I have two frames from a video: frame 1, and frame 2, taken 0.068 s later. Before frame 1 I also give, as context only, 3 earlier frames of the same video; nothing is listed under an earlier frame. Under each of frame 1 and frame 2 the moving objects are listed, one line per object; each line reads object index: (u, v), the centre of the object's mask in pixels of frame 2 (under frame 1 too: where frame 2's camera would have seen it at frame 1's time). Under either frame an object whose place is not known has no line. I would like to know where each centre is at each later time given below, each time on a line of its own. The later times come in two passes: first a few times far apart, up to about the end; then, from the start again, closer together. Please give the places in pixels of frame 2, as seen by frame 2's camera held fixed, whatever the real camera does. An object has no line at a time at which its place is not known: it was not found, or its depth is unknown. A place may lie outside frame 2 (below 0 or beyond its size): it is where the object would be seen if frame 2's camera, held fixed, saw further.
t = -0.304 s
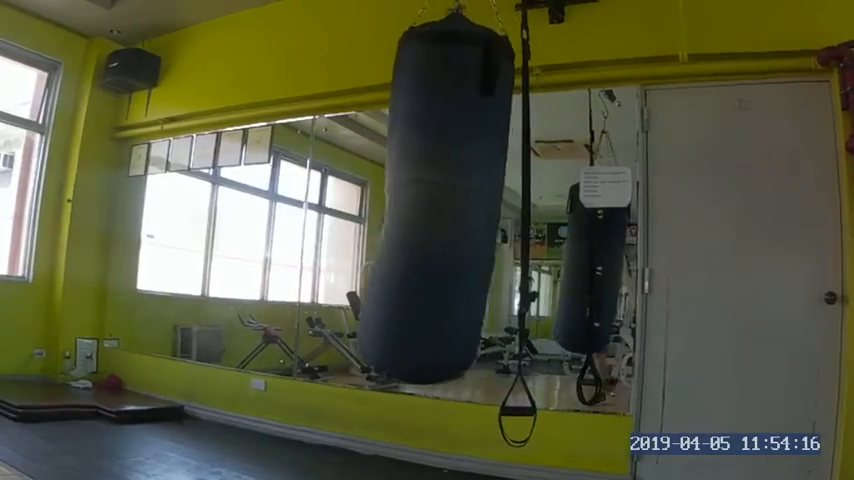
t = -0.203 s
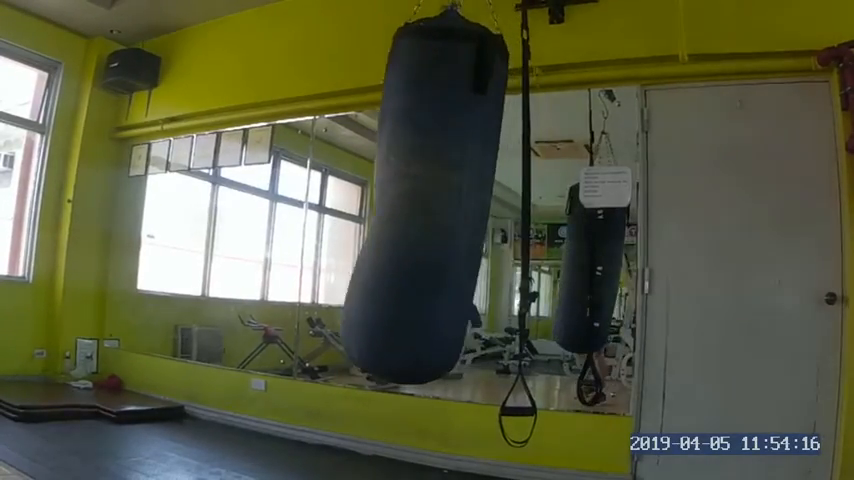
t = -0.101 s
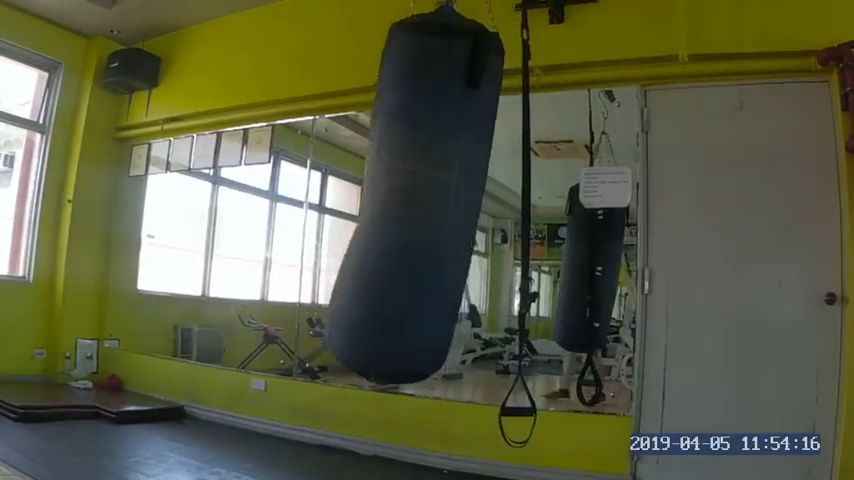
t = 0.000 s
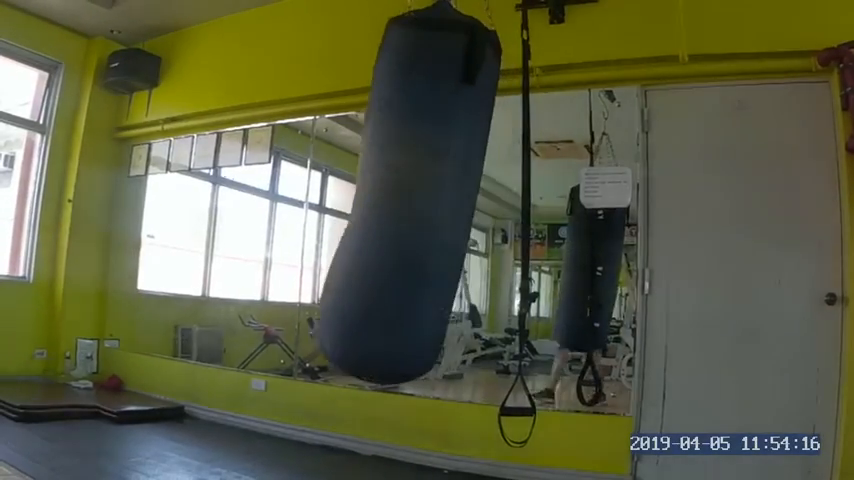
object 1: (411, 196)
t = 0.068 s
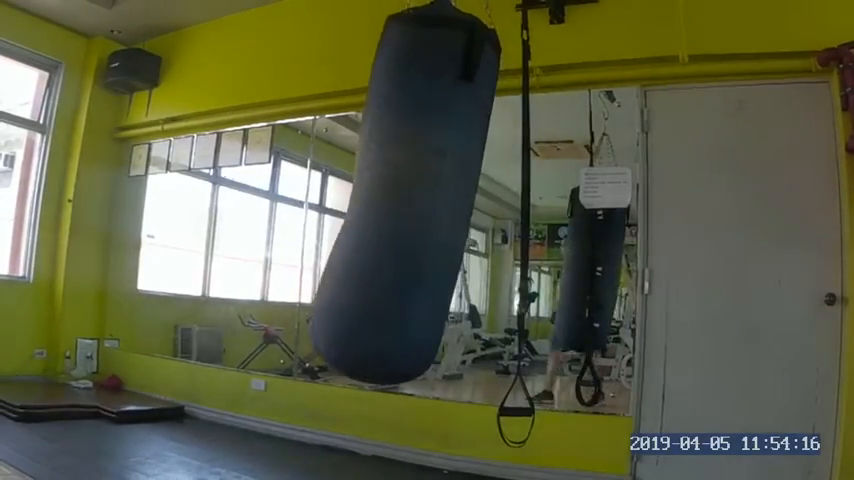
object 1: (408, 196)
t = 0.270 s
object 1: (412, 195)
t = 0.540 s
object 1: (441, 198)
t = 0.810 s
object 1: (481, 202)
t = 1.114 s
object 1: (507, 204)
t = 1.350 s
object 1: (506, 204)
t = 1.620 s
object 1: (486, 204)
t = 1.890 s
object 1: (457, 202)
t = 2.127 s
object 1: (431, 201)
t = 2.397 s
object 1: (417, 198)
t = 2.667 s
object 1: (426, 198)
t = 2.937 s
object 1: (457, 200)
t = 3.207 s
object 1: (490, 201)
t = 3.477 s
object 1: (504, 202)
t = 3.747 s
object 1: (495, 204)
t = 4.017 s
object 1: (471, 203)
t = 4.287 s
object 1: (444, 202)
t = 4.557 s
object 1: (425, 201)
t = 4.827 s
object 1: (424, 199)
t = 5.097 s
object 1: (443, 200)
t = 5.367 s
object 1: (474, 201)
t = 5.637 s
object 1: (496, 202)
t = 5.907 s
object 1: (496, 204)
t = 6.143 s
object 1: (481, 205)
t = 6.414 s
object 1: (459, 203)
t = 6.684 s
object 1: (438, 200)
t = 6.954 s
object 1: (430, 200)
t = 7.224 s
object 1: (437, 201)
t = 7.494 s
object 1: (460, 200)
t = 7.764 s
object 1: (486, 199)
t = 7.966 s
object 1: (495, 201)
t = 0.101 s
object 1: (408, 195)
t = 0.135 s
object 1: (408, 195)
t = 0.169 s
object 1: (409, 194)
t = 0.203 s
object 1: (409, 194)
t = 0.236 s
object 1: (411, 195)
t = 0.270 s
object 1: (412, 195)
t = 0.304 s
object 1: (414, 196)
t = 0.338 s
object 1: (417, 196)
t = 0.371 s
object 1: (421, 195)
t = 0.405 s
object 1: (424, 196)
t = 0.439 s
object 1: (428, 196)
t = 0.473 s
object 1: (432, 196)
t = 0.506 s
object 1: (436, 197)
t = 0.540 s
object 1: (441, 198)
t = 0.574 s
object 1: (446, 198)
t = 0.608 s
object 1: (452, 197)
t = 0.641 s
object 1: (457, 199)
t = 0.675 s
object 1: (461, 199)
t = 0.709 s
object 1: (466, 201)
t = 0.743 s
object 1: (471, 201)
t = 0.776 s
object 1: (476, 201)
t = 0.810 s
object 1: (481, 202)
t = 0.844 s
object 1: (485, 202)
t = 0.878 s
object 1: (490, 201)
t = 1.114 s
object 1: (507, 204)
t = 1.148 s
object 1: (508, 204)
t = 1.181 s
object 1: (509, 204)
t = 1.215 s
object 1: (509, 204)
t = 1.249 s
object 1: (508, 205)
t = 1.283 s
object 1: (508, 205)
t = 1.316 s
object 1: (507, 205)
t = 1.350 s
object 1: (506, 204)
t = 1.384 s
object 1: (504, 204)
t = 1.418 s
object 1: (502, 204)
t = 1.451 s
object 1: (500, 204)
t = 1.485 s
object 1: (498, 204)
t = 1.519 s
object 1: (495, 204)
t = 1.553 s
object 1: (492, 204)
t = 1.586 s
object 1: (489, 204)
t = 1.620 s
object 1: (486, 204)
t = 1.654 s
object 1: (483, 204)
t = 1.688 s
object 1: (479, 203)
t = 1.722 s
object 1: (476, 203)
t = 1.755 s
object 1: (472, 203)
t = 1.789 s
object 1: (469, 204)
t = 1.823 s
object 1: (465, 203)
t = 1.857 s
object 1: (462, 202)
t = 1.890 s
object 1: (457, 202)
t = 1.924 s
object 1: (453, 203)
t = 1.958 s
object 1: (449, 202)
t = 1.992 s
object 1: (445, 202)
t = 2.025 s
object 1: (441, 202)
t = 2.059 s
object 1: (438, 202)
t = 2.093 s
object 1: (435, 201)
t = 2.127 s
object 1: (431, 201)
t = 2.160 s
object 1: (428, 200)
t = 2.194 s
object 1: (426, 200)
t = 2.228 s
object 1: (424, 200)
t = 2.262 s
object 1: (421, 200)
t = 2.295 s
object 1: (420, 199)
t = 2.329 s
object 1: (418, 199)
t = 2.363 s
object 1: (417, 198)
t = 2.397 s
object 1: (417, 198)
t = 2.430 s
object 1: (416, 197)
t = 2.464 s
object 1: (416, 197)
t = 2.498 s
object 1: (417, 197)
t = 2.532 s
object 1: (418, 197)
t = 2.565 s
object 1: (419, 197)
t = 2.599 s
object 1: (421, 197)
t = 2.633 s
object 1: (423, 198)
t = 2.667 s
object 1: (426, 198)
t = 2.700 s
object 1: (429, 198)
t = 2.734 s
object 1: (433, 198)
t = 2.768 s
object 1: (436, 198)
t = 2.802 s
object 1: (440, 198)
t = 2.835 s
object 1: (443, 199)
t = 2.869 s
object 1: (448, 199)
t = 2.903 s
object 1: (452, 199)
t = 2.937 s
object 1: (457, 200)
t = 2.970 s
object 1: (461, 200)
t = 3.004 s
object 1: (465, 200)
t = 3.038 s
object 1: (470, 201)
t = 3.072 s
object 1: (475, 202)
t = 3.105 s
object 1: (479, 202)
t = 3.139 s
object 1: (482, 202)
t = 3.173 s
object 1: (486, 201)
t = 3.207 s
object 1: (490, 201)
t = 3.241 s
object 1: (493, 202)
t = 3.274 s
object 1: (495, 201)
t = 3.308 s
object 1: (498, 202)
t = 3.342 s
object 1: (500, 202)
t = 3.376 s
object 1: (502, 202)
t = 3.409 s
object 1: (503, 202)
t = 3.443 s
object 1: (503, 202)
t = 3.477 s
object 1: (504, 202)
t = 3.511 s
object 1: (504, 203)
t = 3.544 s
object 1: (504, 203)
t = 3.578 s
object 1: (504, 204)
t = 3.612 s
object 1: (502, 204)
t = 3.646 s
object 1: (501, 204)
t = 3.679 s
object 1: (499, 204)
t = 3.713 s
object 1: (498, 204)
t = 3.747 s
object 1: (495, 204)
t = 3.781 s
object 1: (492, 204)
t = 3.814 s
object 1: (490, 204)
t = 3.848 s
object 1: (487, 204)
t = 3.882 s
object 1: (484, 204)
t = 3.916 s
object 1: (481, 204)
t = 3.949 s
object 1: (477, 204)
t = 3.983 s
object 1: (474, 204)
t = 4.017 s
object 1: (471, 203)
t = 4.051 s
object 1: (467, 204)
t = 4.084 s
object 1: (464, 204)
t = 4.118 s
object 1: (462, 203)
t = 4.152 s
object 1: (458, 202)
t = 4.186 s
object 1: (454, 202)
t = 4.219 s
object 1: (451, 203)
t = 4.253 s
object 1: (447, 203)
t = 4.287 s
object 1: (444, 202)
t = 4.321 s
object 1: (441, 202)
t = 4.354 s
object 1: (438, 201)
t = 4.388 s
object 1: (435, 201)
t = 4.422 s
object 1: (433, 201)
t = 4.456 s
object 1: (430, 201)
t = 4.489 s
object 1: (428, 201)
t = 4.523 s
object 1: (426, 201)
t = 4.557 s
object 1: (425, 201)
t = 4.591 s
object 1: (424, 200)
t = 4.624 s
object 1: (423, 200)
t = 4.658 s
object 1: (422, 200)
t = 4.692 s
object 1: (422, 200)
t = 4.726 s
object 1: (422, 200)
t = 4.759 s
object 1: (422, 200)
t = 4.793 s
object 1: (423, 199)
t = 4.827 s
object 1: (424, 199)
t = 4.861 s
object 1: (425, 199)
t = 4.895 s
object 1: (427, 199)
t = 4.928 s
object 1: (429, 199)
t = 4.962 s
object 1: (431, 200)
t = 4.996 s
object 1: (434, 200)
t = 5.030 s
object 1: (436, 200)
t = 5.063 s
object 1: (440, 200)
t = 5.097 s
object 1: (443, 200)
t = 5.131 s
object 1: (447, 200)
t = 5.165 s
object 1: (451, 199)
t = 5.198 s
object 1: (455, 199)
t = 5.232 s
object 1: (459, 200)
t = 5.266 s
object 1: (463, 200)
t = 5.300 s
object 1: (467, 200)
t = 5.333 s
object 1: (470, 201)
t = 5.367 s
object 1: (474, 201)
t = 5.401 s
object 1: (478, 200)
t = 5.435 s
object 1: (482, 201)
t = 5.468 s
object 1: (485, 201)
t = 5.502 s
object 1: (488, 201)
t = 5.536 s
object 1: (490, 201)
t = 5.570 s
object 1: (492, 201)
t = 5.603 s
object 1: (495, 202)
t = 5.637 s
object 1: (496, 202)
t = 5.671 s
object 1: (498, 202)
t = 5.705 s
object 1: (498, 202)
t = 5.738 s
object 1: (499, 202)
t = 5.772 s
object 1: (499, 203)
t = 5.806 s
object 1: (499, 204)
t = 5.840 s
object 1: (498, 204)
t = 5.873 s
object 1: (497, 204)
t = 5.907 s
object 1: (496, 204)
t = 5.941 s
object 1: (495, 204)
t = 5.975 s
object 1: (493, 204)
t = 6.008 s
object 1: (491, 205)
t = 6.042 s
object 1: (489, 205)
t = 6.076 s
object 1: (487, 205)
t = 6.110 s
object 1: (484, 205)
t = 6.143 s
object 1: (481, 205)
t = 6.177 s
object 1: (478, 205)
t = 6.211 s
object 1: (475, 205)
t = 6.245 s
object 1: (473, 205)
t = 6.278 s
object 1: (470, 205)
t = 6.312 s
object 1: (467, 205)
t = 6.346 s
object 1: (464, 205)
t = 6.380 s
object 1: (462, 205)
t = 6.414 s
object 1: (459, 203)
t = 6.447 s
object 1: (456, 203)
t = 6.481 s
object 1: (452, 203)
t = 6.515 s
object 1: (450, 202)
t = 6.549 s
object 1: (448, 202)
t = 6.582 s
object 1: (445, 202)
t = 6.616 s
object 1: (442, 202)
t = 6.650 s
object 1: (440, 201)
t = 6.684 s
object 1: (438, 200)
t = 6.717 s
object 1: (437, 200)
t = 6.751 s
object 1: (435, 200)
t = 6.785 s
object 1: (433, 201)
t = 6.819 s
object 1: (432, 200)
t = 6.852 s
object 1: (431, 201)
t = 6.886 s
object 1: (430, 201)
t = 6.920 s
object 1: (430, 200)
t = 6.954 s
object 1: (430, 200)
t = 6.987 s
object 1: (430, 200)
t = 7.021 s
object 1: (430, 200)
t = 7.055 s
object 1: (431, 200)
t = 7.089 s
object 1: (431, 200)
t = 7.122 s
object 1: (433, 201)
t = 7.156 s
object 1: (434, 201)
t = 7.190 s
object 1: (436, 201)
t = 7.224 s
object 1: (437, 201)
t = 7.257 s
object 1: (439, 201)
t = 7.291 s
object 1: (441, 201)
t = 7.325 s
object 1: (444, 201)
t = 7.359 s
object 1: (447, 201)
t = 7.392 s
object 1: (451, 200)
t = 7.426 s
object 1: (453, 200)
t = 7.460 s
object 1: (457, 200)
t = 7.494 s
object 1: (460, 200)
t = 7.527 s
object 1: (464, 200)
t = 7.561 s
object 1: (467, 200)
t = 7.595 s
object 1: (470, 200)
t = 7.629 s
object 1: (474, 200)
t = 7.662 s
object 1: (477, 200)
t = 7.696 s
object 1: (481, 199)
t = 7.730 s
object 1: (483, 199)
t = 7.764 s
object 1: (486, 199)
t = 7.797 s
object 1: (489, 200)
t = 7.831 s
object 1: (491, 200)
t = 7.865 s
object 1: (492, 200)
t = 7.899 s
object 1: (494, 201)
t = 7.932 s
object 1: (495, 201)
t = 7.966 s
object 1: (495, 201)
